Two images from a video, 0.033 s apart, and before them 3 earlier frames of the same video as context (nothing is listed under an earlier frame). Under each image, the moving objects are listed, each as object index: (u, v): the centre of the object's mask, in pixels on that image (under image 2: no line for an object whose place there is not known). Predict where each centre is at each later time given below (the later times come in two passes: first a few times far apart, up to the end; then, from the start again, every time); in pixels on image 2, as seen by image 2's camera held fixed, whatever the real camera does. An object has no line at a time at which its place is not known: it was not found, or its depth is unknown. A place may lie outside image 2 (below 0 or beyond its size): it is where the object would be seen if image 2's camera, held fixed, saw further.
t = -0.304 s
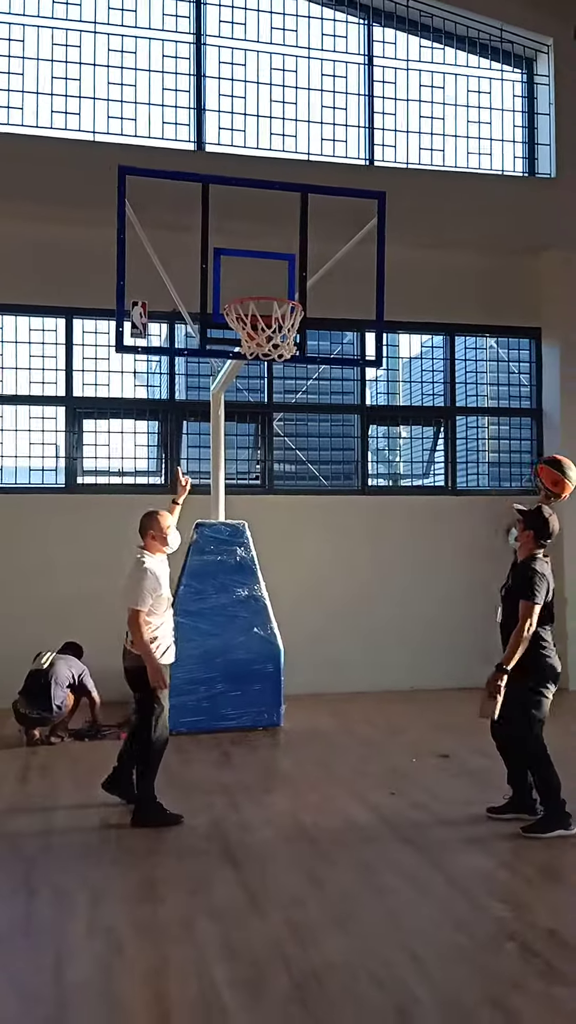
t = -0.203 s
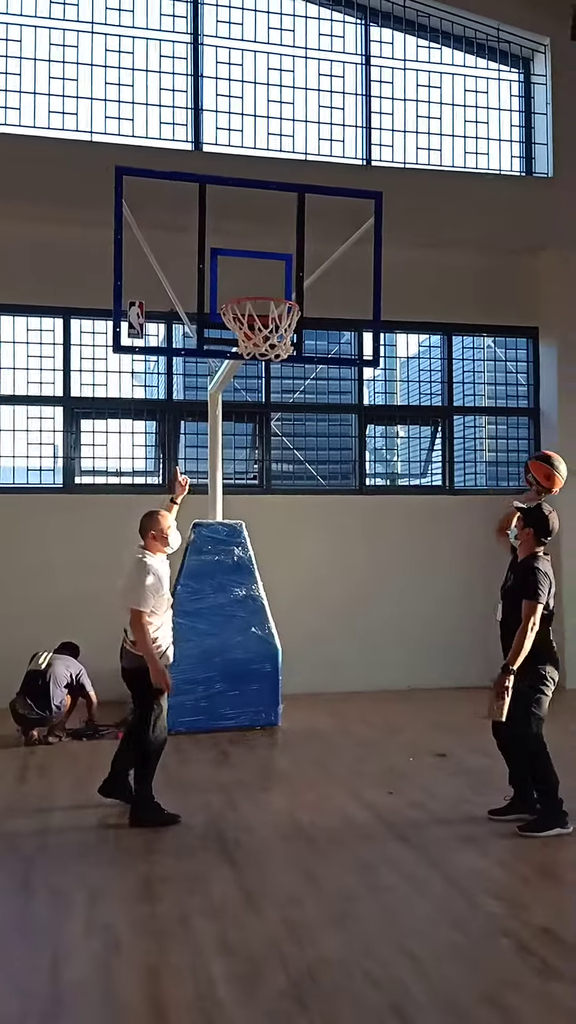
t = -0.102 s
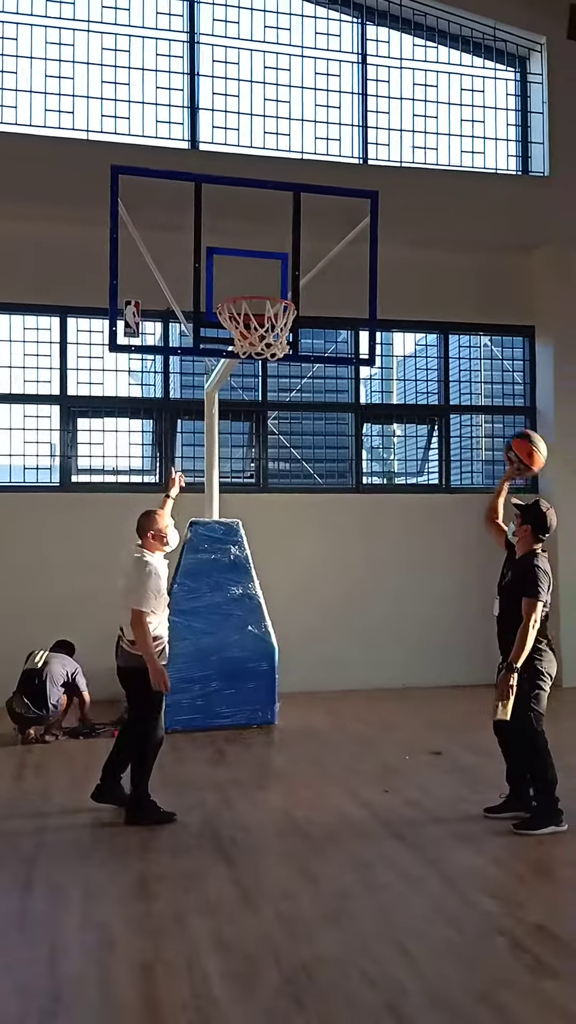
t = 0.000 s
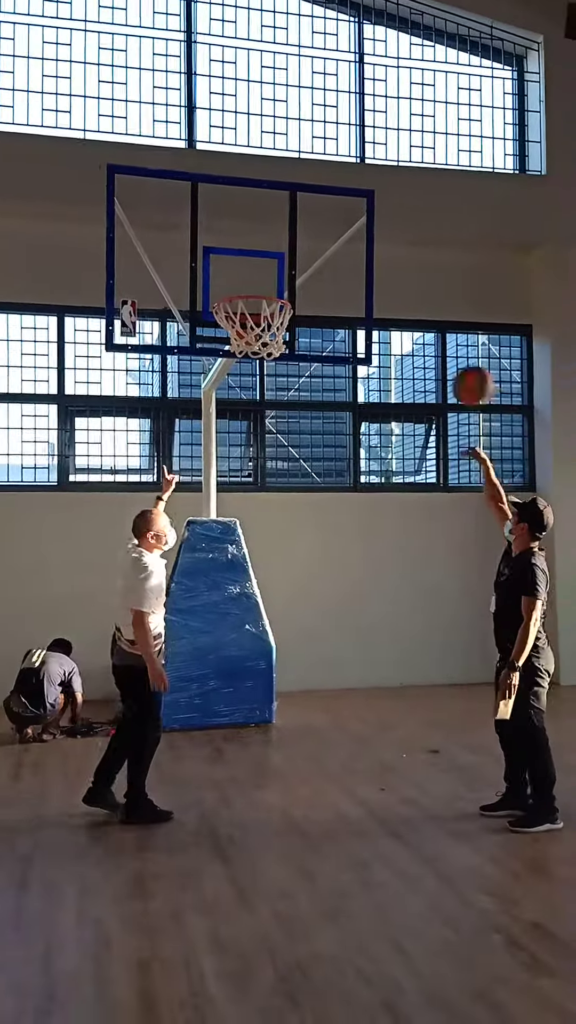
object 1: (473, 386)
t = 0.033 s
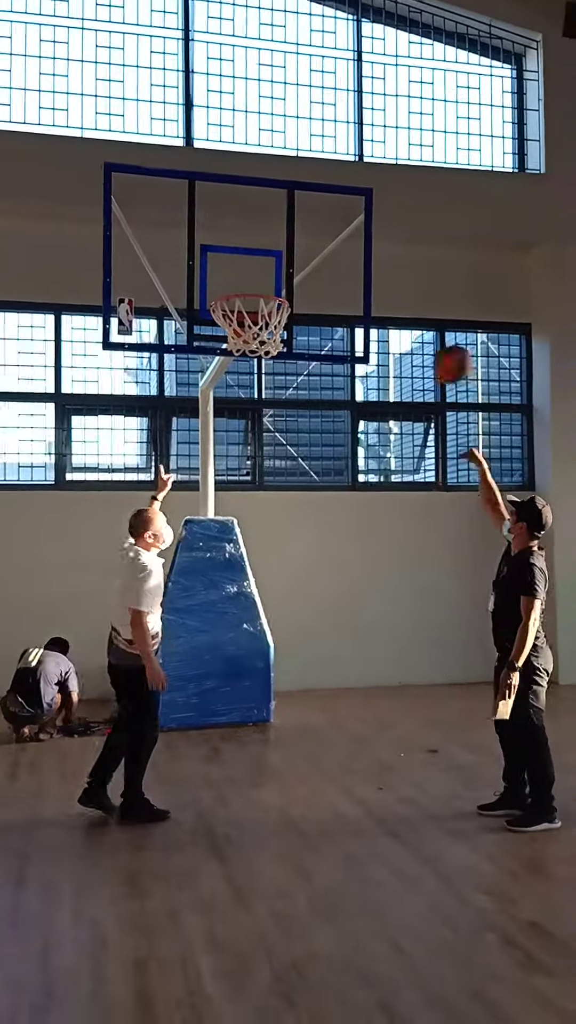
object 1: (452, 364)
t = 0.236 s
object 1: (351, 296)
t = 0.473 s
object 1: (271, 289)
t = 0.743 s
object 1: (253, 283)
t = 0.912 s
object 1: (241, 293)
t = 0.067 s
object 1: (434, 348)
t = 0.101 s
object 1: (416, 332)
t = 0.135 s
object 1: (398, 320)
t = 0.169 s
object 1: (383, 309)
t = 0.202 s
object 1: (366, 301)
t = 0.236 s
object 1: (351, 296)
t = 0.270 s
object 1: (336, 292)
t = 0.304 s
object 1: (321, 289)
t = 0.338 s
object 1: (306, 288)
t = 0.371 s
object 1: (295, 289)
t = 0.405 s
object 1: (280, 289)
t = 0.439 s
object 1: (276, 289)
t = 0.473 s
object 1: (271, 289)
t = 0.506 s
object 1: (268, 287)
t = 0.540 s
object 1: (267, 285)
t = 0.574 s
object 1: (266, 282)
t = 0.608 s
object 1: (264, 282)
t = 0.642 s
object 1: (260, 283)
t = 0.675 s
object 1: (258, 285)
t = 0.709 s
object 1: (256, 284)
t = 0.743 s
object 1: (253, 283)
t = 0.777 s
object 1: (250, 283)
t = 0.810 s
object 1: (247, 282)
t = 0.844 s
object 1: (246, 287)
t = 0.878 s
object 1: (241, 288)
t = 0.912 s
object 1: (241, 293)
